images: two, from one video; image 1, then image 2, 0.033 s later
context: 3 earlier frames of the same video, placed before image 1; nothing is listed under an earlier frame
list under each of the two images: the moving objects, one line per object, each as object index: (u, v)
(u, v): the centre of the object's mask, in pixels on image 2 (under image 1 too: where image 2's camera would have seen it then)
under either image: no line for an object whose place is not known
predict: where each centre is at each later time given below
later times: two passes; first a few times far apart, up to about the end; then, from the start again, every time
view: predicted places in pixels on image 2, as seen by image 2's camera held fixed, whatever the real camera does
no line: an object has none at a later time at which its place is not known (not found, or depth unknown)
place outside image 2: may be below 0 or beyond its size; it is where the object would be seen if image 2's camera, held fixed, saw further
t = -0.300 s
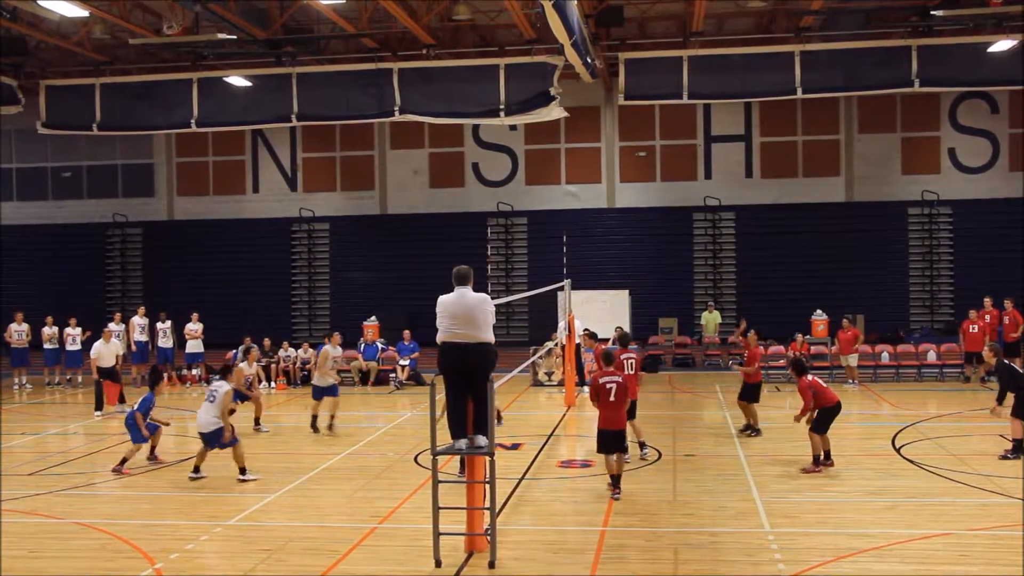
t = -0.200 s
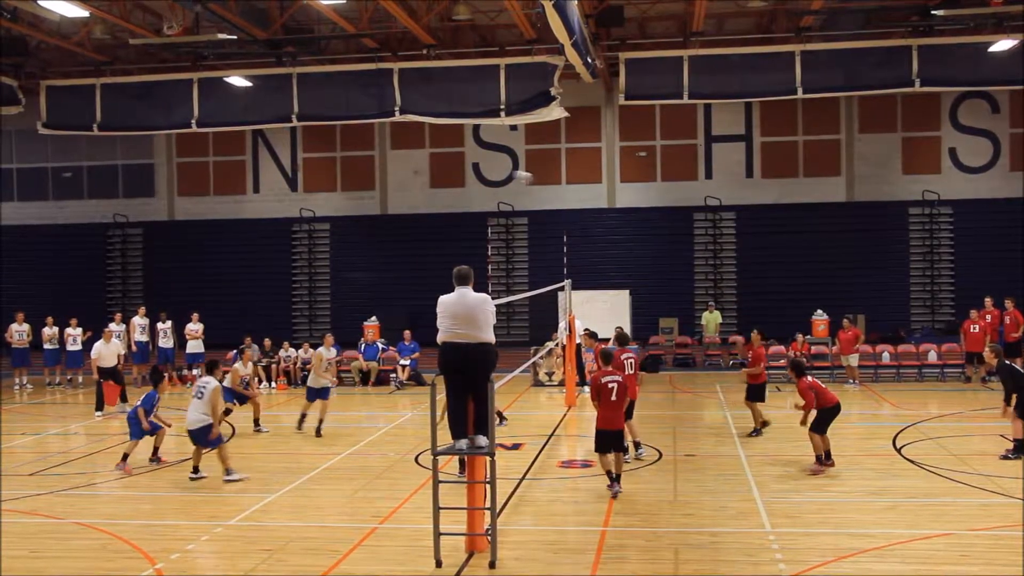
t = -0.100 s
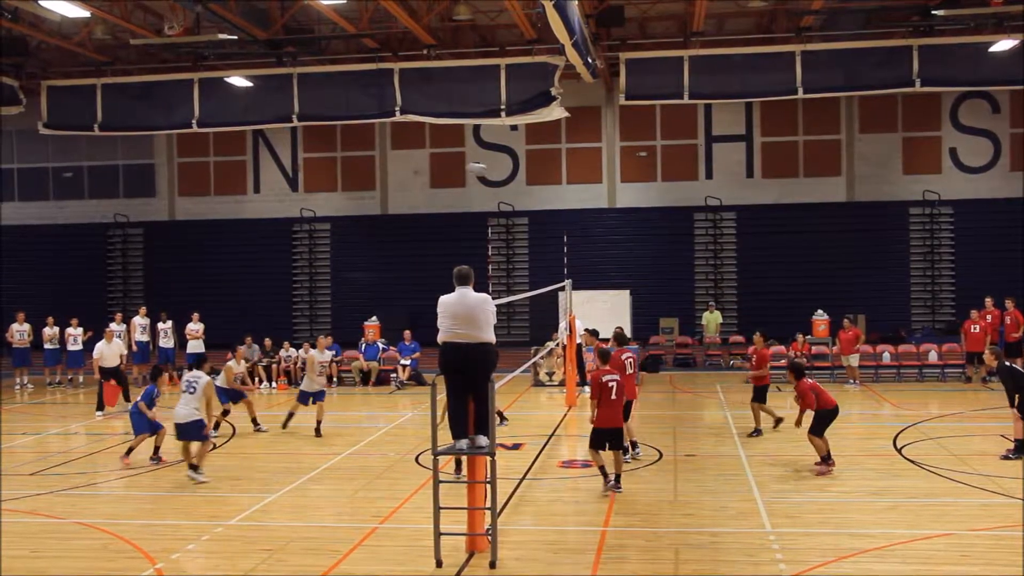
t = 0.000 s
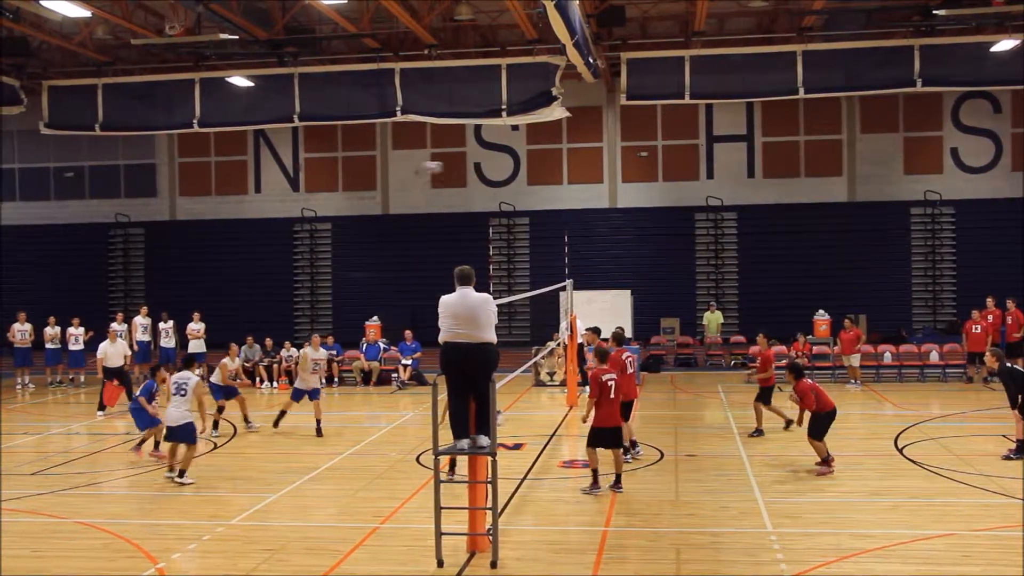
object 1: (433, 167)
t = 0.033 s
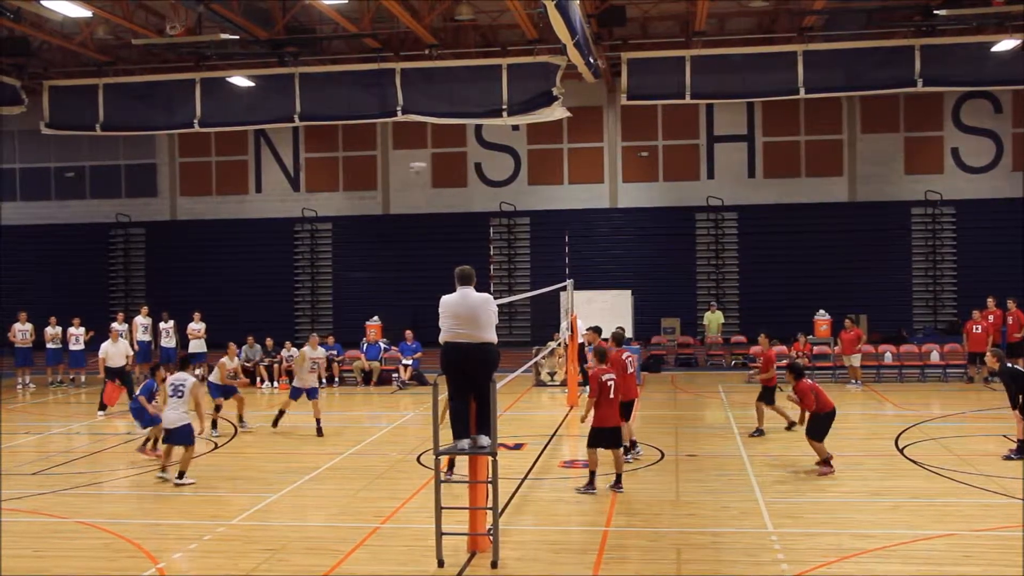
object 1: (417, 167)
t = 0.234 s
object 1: (331, 187)
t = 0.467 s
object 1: (235, 243)
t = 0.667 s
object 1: (160, 312)
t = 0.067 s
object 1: (404, 167)
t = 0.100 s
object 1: (388, 172)
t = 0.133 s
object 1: (374, 175)
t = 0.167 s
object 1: (360, 179)
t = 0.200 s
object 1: (345, 183)
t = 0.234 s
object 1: (331, 187)
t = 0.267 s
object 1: (318, 190)
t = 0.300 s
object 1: (304, 199)
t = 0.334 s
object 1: (289, 204)
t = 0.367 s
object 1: (275, 215)
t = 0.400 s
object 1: (262, 224)
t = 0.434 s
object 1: (248, 233)
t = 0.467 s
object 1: (235, 243)
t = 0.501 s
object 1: (221, 253)
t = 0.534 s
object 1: (209, 264)
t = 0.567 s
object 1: (196, 275)
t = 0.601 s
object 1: (183, 288)
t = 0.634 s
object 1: (171, 301)
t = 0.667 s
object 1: (160, 312)
